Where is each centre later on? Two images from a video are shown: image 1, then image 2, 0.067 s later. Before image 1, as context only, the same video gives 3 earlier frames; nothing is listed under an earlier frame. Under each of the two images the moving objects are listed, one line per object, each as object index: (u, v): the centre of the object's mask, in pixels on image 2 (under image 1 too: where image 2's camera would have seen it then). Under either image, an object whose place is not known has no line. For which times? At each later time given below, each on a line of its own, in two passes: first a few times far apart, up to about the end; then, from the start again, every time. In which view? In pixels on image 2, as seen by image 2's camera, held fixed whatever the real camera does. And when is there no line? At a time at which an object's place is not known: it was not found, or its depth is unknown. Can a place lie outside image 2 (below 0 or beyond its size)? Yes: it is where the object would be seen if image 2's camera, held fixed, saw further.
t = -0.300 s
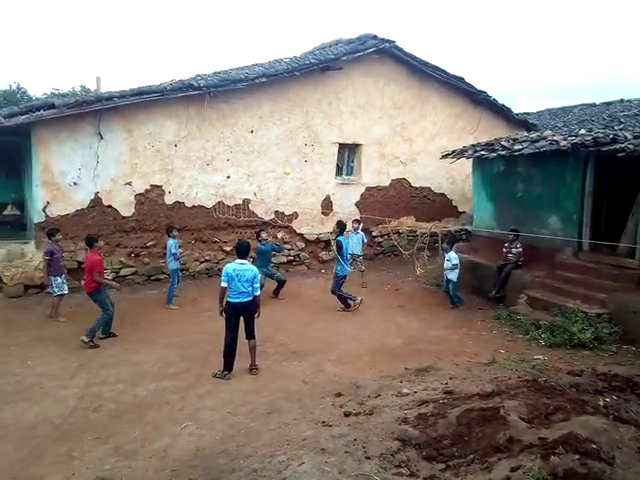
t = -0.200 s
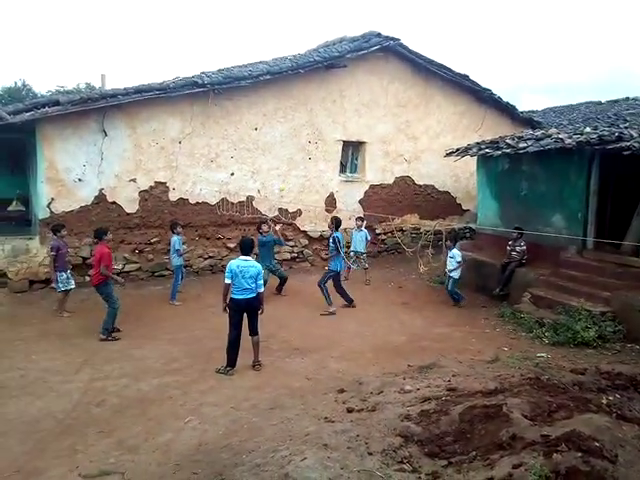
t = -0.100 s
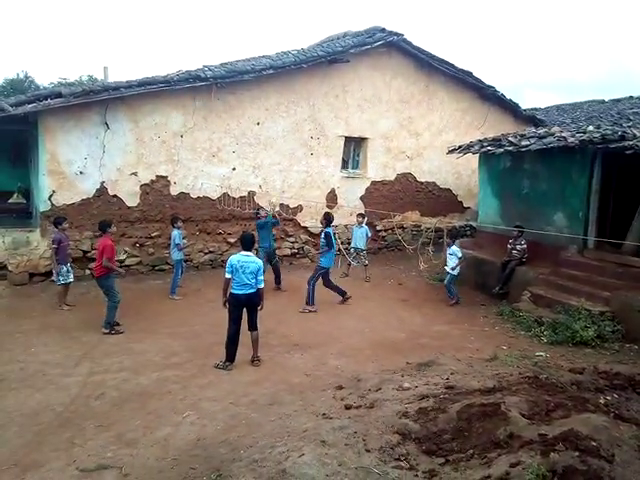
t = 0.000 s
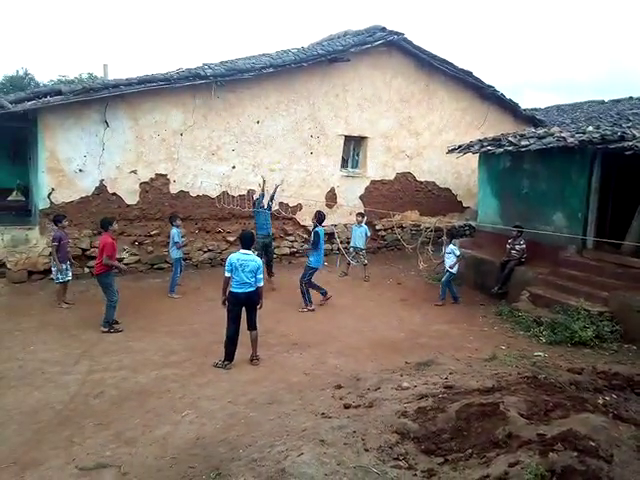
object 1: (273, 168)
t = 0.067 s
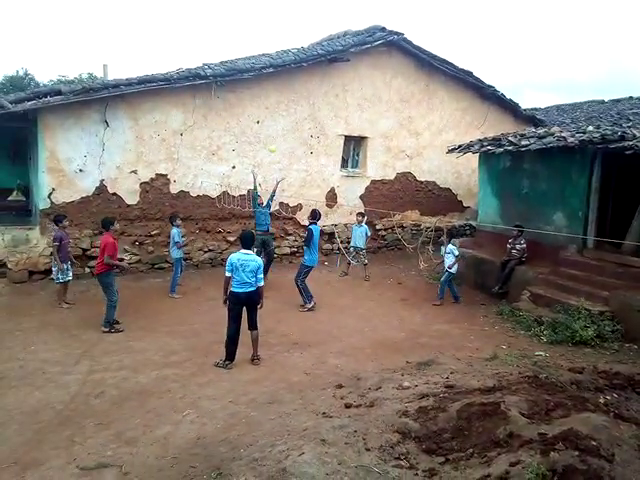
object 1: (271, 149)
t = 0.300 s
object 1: (267, 101)
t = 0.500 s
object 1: (263, 85)
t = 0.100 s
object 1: (271, 140)
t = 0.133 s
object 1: (271, 132)
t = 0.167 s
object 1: (272, 125)
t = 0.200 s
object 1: (267, 117)
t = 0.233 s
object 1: (268, 110)
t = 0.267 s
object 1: (267, 106)
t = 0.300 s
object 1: (267, 101)
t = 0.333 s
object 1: (266, 97)
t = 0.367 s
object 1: (266, 93)
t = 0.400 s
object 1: (265, 90)
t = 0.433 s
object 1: (265, 87)
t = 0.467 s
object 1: (264, 86)
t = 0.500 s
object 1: (263, 85)
